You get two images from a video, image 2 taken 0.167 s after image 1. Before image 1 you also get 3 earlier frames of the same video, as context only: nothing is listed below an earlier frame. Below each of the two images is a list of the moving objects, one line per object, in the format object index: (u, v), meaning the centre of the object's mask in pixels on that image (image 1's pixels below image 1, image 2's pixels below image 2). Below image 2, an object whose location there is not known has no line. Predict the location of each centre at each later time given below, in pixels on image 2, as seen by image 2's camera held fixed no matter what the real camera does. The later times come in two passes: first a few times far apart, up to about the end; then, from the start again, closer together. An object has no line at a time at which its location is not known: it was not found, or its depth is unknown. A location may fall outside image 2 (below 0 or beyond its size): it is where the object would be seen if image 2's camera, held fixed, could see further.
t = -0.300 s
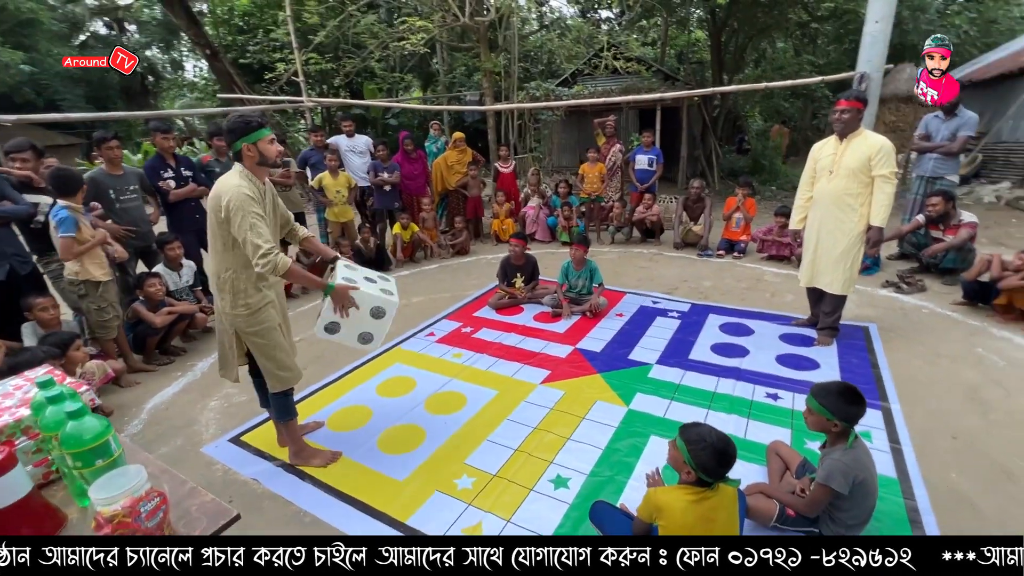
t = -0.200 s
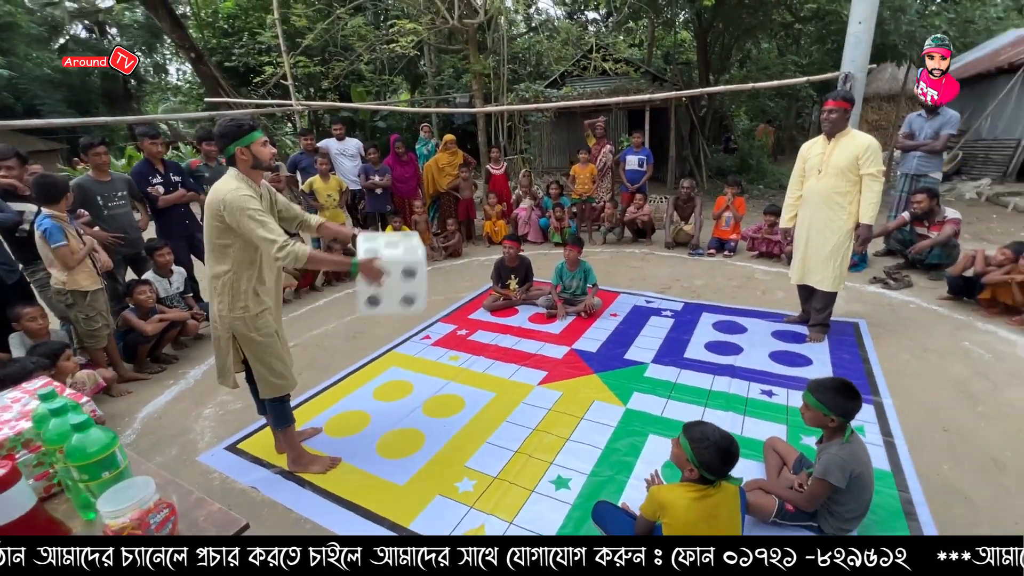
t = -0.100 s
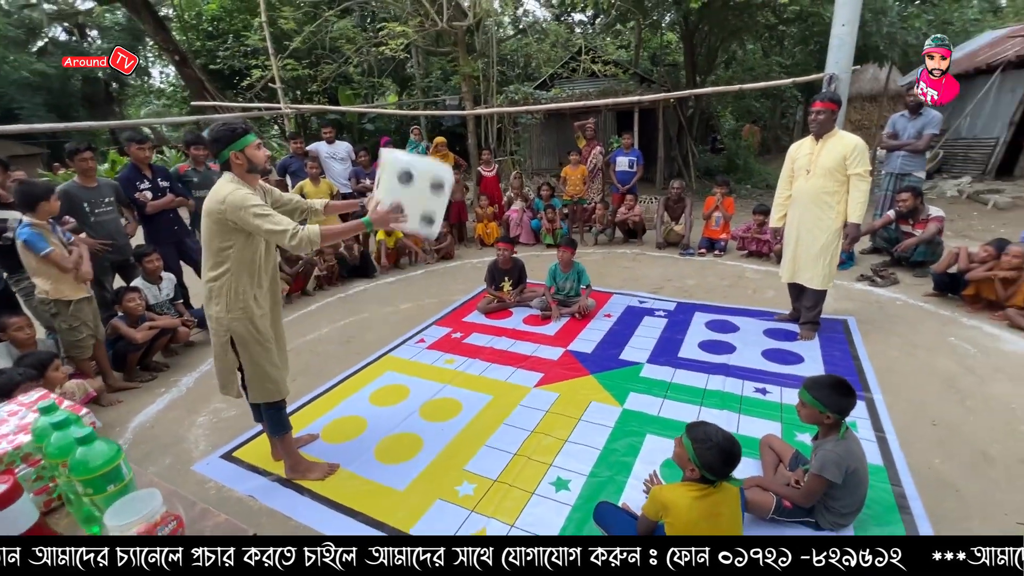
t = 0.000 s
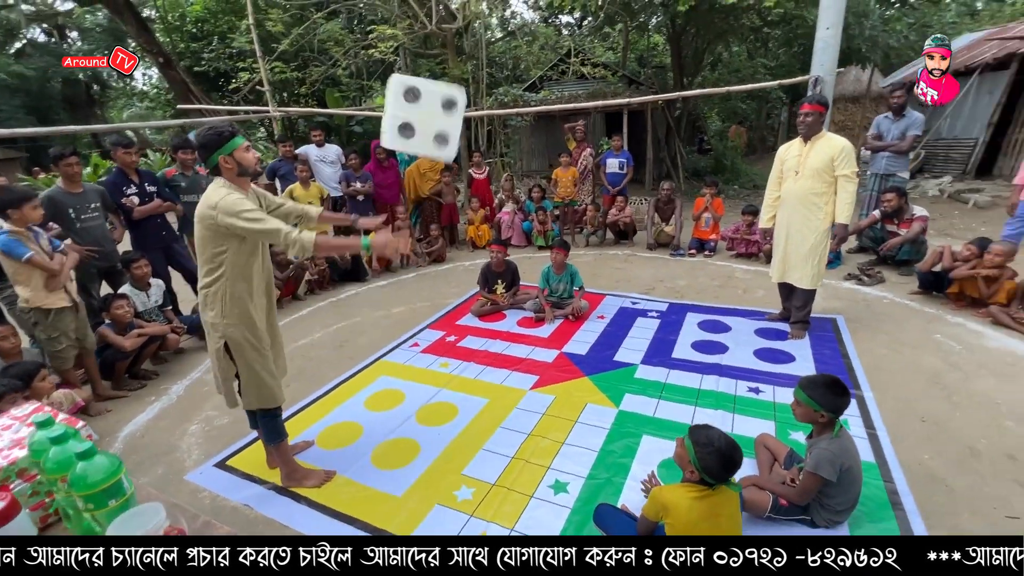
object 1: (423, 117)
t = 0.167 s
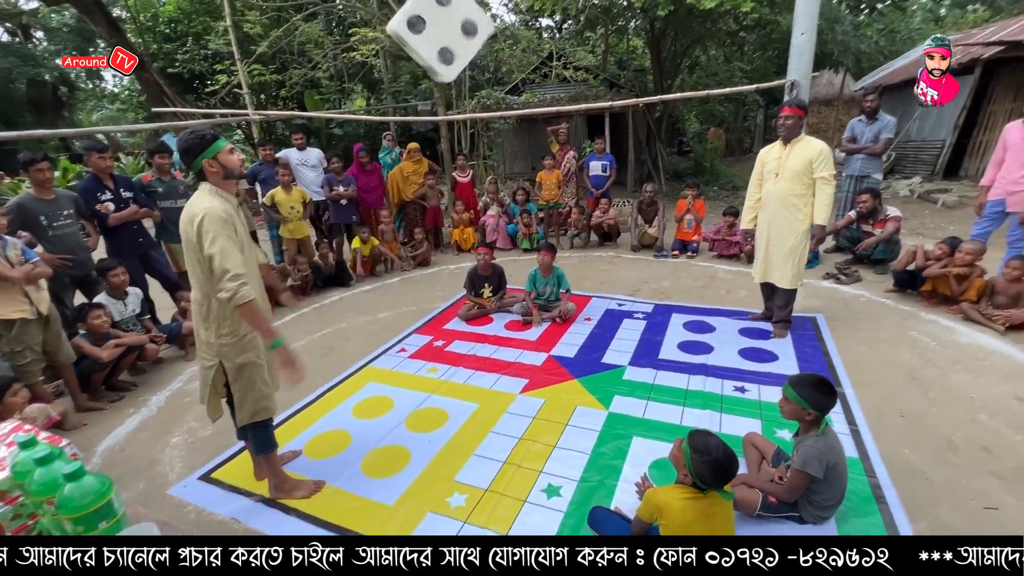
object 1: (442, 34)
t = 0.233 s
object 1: (451, 24)
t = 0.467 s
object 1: (503, 30)
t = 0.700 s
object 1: (553, 137)
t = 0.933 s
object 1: (597, 316)
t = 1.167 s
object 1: (584, 321)
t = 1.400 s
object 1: (550, 319)
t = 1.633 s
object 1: (519, 399)
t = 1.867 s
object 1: (480, 394)
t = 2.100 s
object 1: (474, 393)
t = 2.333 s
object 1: (483, 403)
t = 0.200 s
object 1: (445, 28)
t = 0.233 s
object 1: (451, 24)
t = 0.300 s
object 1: (460, 21)
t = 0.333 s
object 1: (472, 20)
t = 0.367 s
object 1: (478, 21)
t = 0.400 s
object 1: (485, 24)
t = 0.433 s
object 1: (495, 26)
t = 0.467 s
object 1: (503, 30)
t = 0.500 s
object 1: (514, 37)
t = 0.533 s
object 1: (522, 43)
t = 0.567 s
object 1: (530, 58)
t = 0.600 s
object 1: (535, 74)
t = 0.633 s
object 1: (542, 92)
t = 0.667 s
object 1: (543, 116)
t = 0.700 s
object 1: (553, 137)
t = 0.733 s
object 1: (560, 159)
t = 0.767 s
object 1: (565, 185)
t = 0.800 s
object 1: (571, 212)
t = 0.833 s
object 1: (578, 236)
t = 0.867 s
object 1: (584, 260)
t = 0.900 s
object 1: (590, 290)
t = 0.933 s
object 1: (597, 316)
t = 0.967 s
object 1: (603, 340)
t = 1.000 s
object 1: (606, 368)
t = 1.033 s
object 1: (604, 361)
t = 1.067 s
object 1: (600, 348)
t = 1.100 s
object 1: (594, 338)
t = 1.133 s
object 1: (589, 329)
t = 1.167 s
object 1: (584, 321)
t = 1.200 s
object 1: (579, 316)
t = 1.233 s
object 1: (574, 312)
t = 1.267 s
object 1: (569, 310)
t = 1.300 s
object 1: (564, 309)
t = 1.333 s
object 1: (559, 311)
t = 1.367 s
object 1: (554, 314)
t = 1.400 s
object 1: (550, 319)
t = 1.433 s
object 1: (545, 325)
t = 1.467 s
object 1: (541, 333)
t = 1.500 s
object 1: (537, 344)
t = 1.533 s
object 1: (532, 353)
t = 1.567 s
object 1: (528, 366)
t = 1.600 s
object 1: (524, 381)
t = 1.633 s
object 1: (519, 399)
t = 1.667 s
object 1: (516, 401)
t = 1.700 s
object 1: (509, 399)
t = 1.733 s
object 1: (504, 396)
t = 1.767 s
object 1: (499, 397)
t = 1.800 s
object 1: (494, 398)
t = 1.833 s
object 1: (483, 396)
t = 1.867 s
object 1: (480, 394)
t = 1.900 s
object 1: (477, 392)
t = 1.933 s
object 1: (475, 392)
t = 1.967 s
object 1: (472, 393)
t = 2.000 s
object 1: (471, 391)
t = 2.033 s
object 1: (473, 391)
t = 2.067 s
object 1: (473, 392)
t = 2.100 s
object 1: (474, 393)
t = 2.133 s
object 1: (475, 393)
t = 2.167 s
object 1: (475, 394)
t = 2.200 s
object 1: (477, 396)
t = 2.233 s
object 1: (480, 398)
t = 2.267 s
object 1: (482, 399)
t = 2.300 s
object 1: (483, 401)
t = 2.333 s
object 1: (483, 403)
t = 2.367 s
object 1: (483, 402)
